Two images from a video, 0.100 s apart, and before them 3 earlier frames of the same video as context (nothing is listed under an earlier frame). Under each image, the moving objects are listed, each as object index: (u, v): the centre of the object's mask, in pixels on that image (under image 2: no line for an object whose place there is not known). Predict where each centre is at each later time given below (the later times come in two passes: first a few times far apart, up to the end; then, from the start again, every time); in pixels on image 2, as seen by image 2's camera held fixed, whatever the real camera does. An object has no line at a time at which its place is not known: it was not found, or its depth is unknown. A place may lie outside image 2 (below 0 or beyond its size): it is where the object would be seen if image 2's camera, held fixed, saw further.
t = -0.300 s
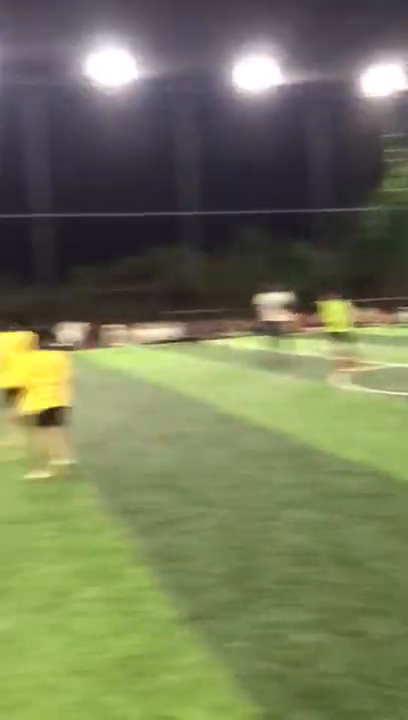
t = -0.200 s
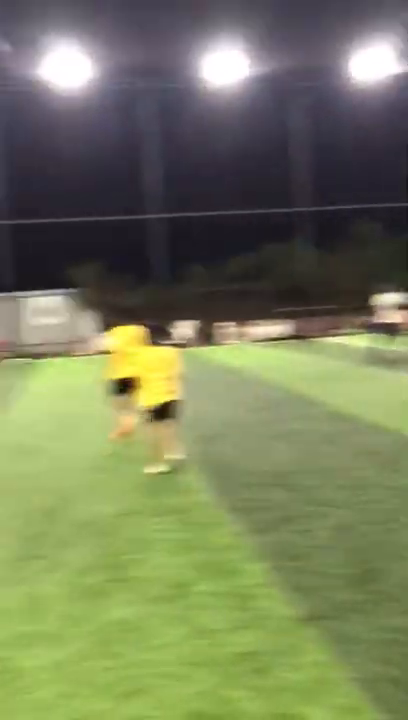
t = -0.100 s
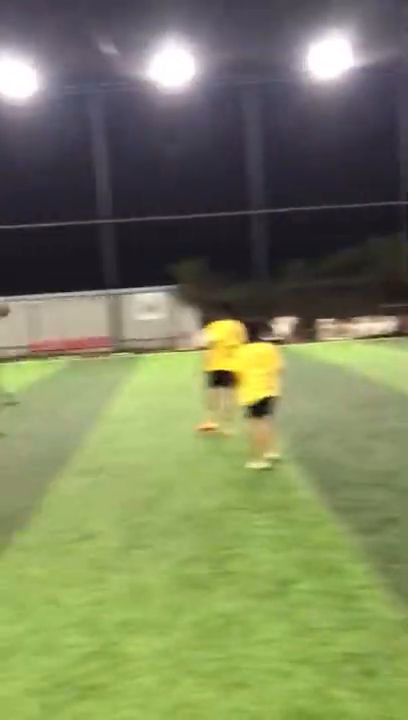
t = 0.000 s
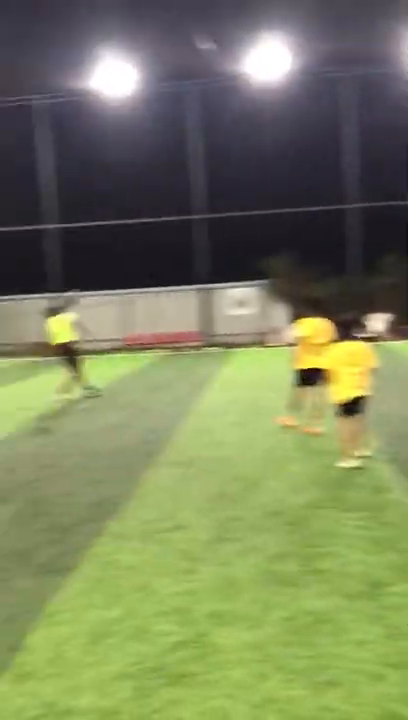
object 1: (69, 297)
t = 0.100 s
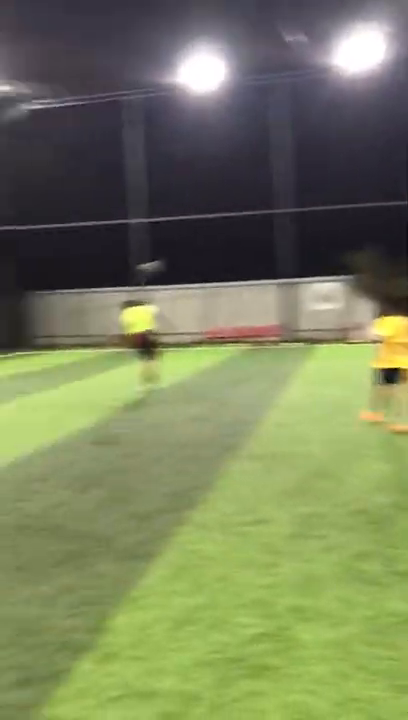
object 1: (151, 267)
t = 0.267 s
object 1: (148, 241)
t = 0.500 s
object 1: (141, 236)
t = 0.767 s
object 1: (133, 278)
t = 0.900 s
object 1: (133, 325)
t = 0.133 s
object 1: (149, 260)
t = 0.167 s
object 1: (149, 256)
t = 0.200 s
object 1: (149, 250)
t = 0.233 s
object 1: (148, 246)
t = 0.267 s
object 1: (148, 241)
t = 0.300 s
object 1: (147, 238)
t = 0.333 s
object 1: (146, 235)
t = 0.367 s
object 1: (144, 234)
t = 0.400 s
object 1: (144, 234)
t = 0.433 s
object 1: (143, 234)
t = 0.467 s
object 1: (142, 234)
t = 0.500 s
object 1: (141, 236)
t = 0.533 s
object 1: (140, 238)
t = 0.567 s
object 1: (139, 241)
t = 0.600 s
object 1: (137, 245)
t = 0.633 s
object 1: (137, 250)
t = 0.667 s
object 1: (136, 256)
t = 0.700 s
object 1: (136, 263)
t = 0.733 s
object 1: (135, 271)
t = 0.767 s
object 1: (133, 278)
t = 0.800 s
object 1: (133, 289)
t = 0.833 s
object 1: (133, 302)
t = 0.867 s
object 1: (132, 314)
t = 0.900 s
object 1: (133, 325)
